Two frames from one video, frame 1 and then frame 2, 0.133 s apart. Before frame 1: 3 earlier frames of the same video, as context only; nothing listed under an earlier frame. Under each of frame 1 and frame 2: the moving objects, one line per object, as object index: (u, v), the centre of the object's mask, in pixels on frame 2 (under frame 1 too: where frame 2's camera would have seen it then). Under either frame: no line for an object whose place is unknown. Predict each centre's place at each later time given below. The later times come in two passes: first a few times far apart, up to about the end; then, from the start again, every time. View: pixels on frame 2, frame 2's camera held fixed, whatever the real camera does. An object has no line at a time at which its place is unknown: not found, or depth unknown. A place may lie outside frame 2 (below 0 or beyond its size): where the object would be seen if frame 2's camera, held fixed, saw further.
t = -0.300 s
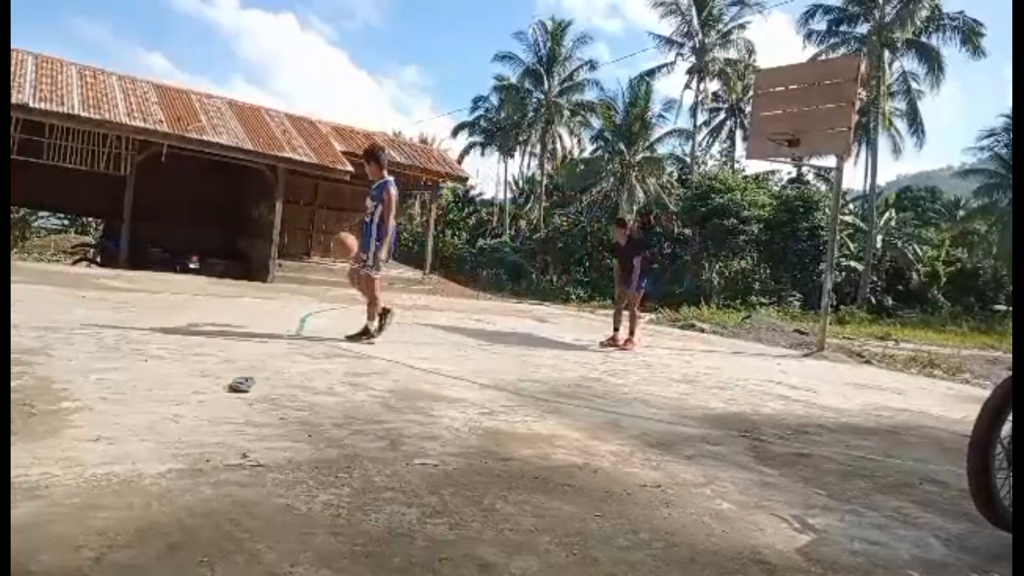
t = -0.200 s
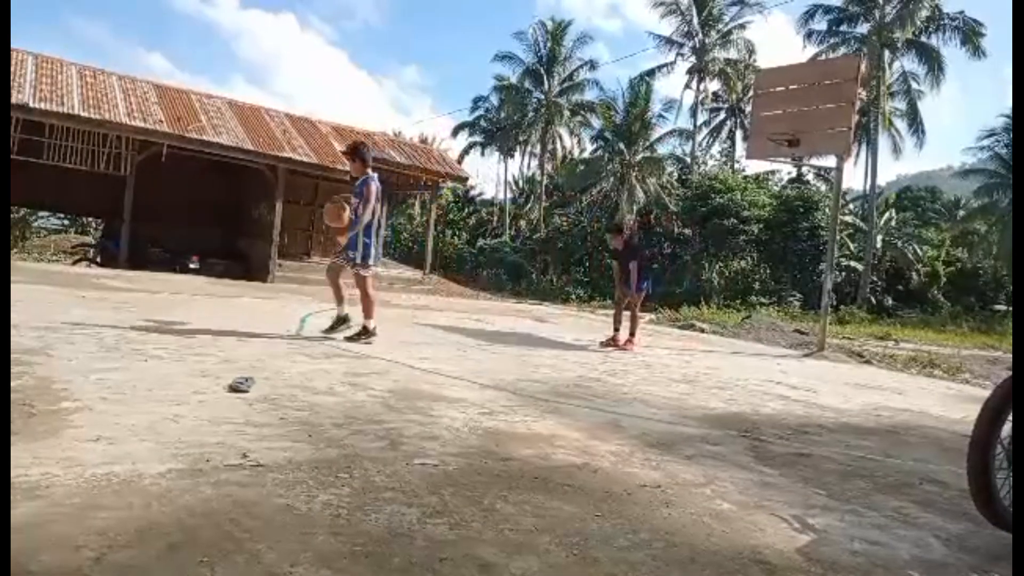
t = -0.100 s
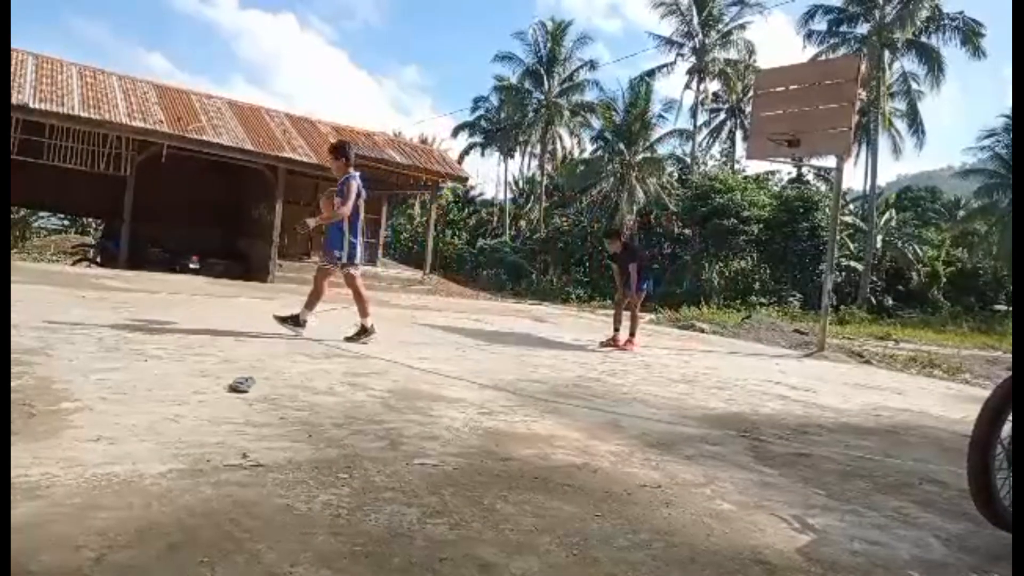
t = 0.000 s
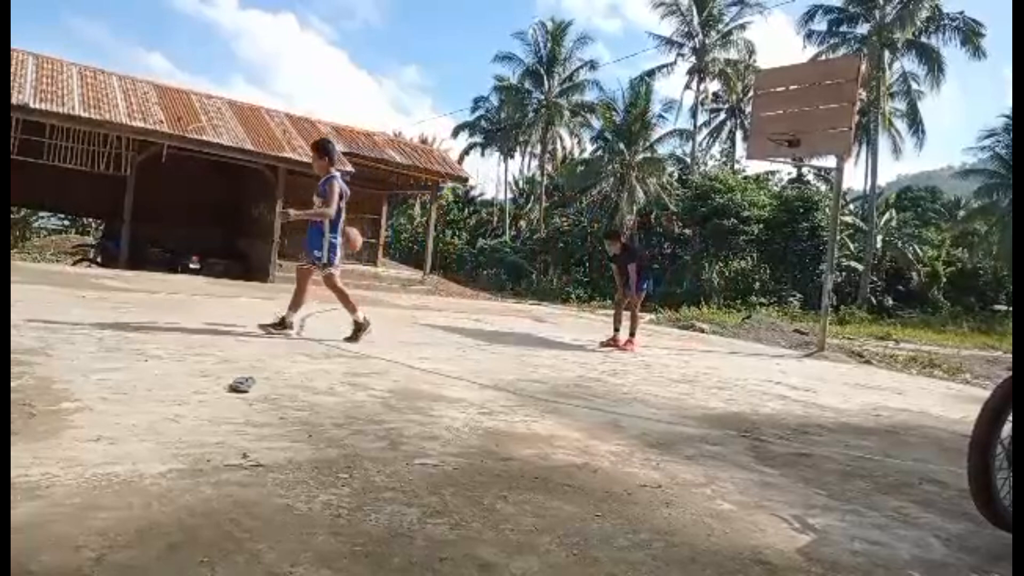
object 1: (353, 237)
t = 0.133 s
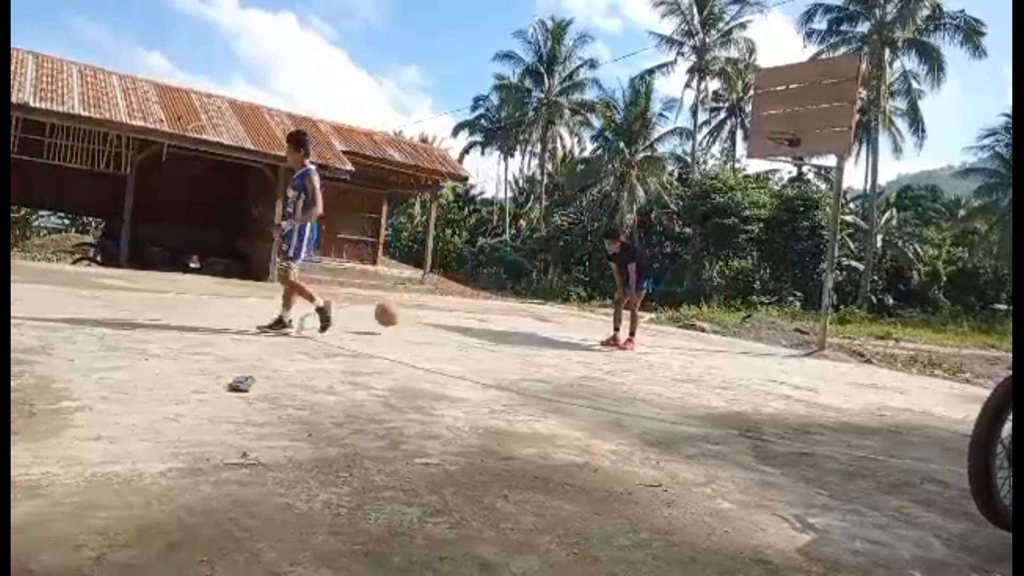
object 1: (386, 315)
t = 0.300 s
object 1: (429, 263)
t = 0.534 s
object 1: (481, 211)
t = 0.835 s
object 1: (532, 224)
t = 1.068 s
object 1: (564, 295)
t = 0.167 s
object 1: (393, 320)
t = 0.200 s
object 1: (401, 304)
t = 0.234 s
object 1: (413, 289)
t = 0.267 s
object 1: (422, 275)
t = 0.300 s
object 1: (429, 263)
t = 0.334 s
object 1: (437, 252)
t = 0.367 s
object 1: (445, 242)
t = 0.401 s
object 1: (452, 234)
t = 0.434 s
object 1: (459, 227)
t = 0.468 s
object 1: (467, 220)
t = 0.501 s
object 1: (474, 215)
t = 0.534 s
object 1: (481, 211)
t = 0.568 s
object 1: (487, 208)
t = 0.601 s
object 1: (492, 207)
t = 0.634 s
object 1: (499, 206)
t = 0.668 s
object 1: (505, 206)
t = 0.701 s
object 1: (510, 208)
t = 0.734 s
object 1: (517, 211)
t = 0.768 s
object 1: (522, 214)
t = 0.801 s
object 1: (528, 218)
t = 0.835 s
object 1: (532, 224)
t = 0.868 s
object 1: (537, 231)
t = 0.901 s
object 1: (543, 240)
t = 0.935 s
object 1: (547, 249)
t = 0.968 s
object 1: (551, 259)
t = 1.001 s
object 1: (556, 272)
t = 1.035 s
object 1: (559, 284)
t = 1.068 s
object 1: (564, 295)
